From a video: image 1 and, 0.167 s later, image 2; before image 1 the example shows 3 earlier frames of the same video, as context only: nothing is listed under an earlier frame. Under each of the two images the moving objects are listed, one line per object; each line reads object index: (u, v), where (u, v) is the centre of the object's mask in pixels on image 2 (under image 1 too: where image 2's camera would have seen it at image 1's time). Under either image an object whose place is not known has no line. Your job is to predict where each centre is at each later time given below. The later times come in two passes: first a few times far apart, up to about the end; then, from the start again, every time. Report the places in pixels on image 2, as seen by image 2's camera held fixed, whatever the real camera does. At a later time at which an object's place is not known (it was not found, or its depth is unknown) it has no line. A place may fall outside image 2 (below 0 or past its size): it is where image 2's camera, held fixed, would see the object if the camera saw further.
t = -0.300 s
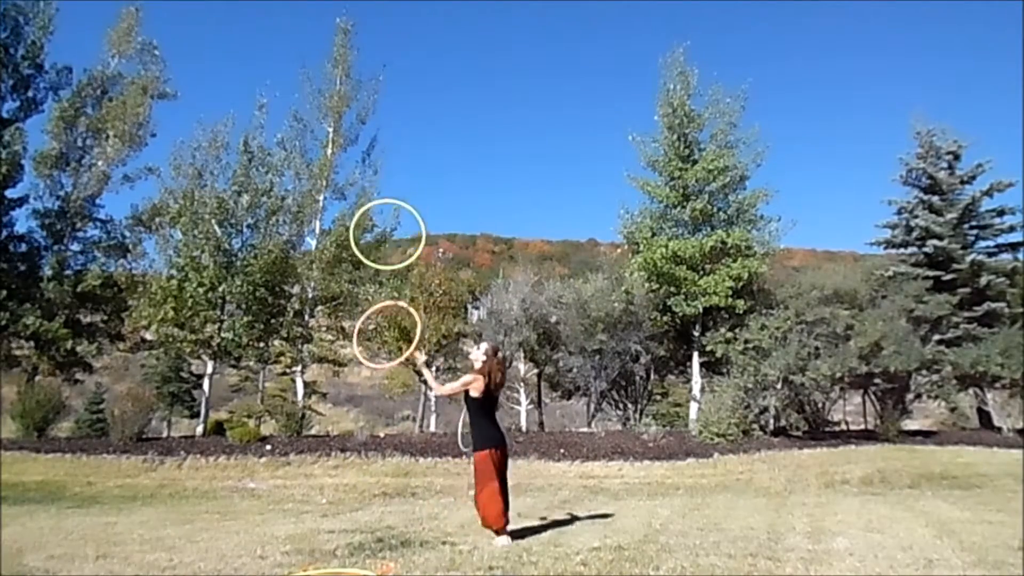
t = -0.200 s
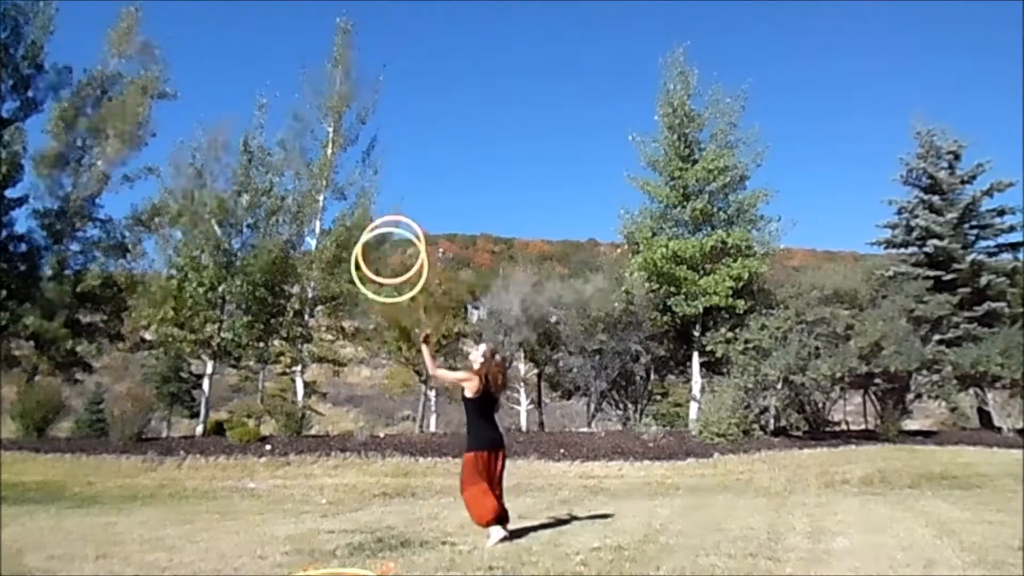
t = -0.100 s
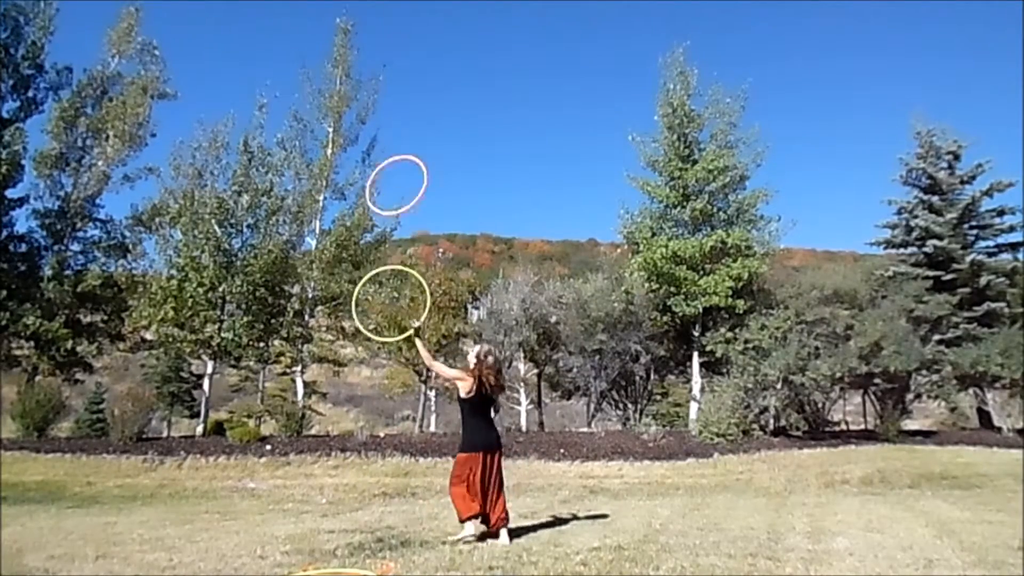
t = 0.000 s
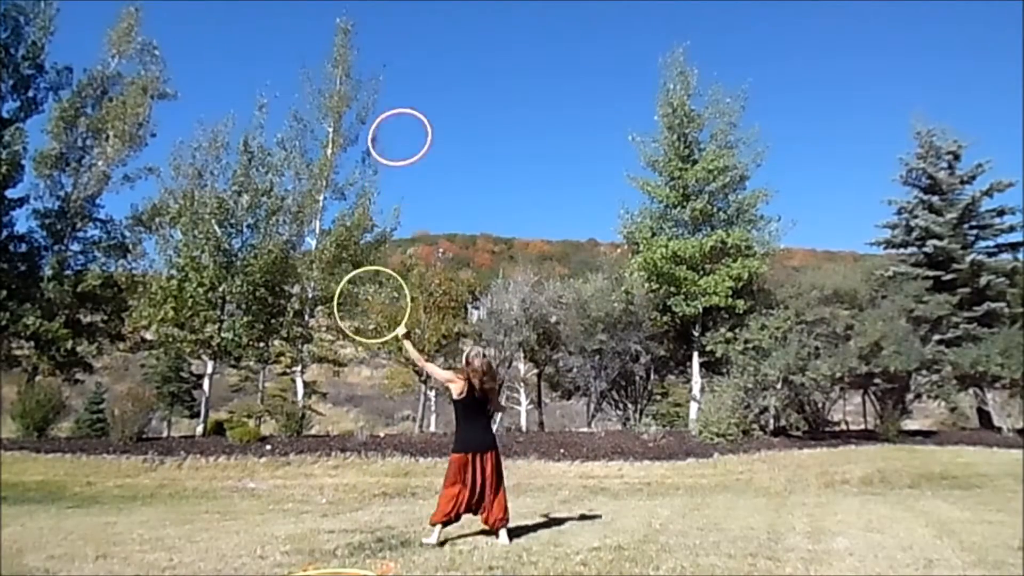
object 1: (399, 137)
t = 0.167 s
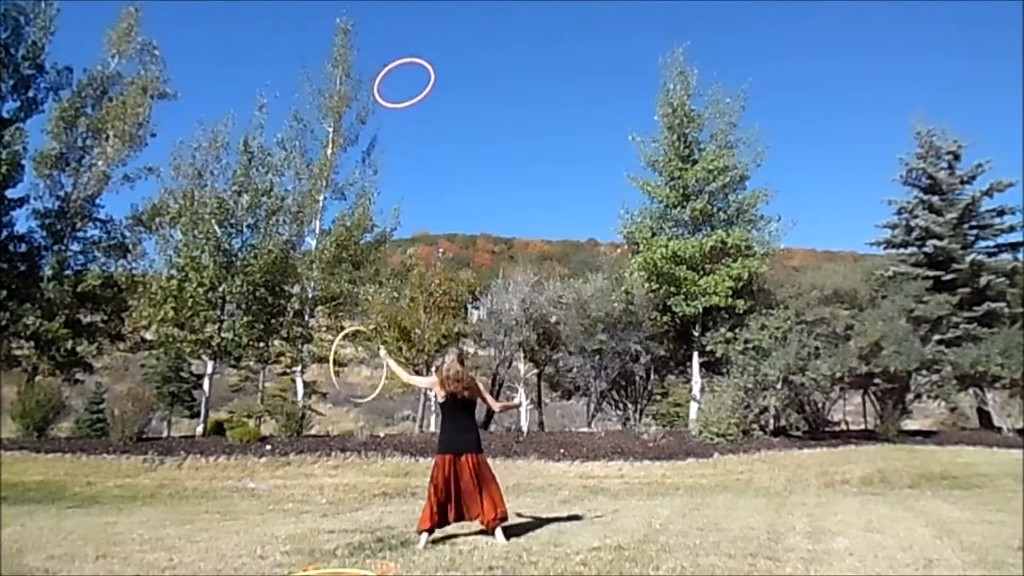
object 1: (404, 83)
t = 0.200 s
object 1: (405, 75)
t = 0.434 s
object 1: (413, 56)
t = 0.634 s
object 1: (417, 77)
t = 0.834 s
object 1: (423, 130)
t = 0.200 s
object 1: (405, 75)
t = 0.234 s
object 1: (406, 69)
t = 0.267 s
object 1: (408, 64)
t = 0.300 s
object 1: (409, 60)
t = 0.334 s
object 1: (410, 58)
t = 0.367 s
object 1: (411, 56)
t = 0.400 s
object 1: (412, 56)
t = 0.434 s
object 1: (413, 56)
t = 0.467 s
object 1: (414, 58)
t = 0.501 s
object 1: (414, 60)
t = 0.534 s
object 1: (415, 63)
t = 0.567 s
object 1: (415, 67)
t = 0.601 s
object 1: (416, 71)
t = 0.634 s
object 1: (417, 77)
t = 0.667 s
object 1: (418, 83)
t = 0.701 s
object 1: (419, 90)
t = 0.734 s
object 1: (420, 98)
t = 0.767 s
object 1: (421, 108)
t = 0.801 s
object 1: (422, 118)
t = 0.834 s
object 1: (423, 130)
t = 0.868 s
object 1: (424, 142)
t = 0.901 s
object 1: (424, 155)
